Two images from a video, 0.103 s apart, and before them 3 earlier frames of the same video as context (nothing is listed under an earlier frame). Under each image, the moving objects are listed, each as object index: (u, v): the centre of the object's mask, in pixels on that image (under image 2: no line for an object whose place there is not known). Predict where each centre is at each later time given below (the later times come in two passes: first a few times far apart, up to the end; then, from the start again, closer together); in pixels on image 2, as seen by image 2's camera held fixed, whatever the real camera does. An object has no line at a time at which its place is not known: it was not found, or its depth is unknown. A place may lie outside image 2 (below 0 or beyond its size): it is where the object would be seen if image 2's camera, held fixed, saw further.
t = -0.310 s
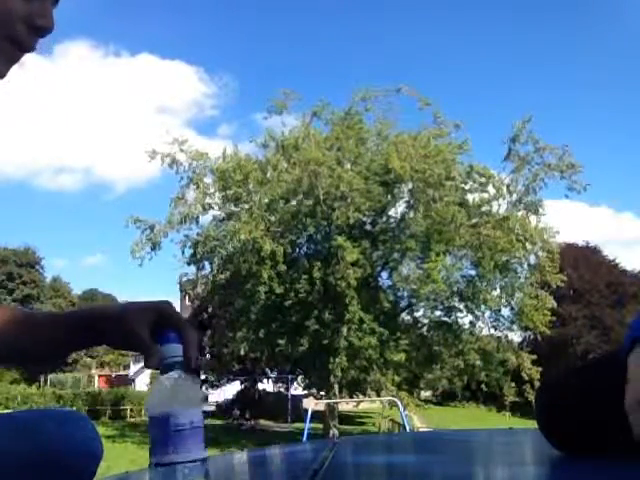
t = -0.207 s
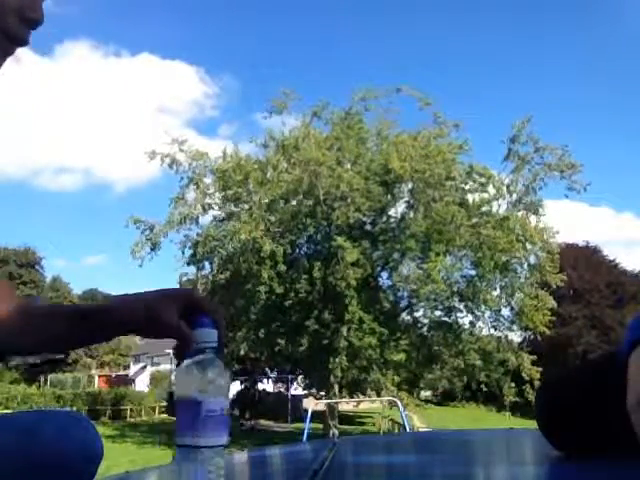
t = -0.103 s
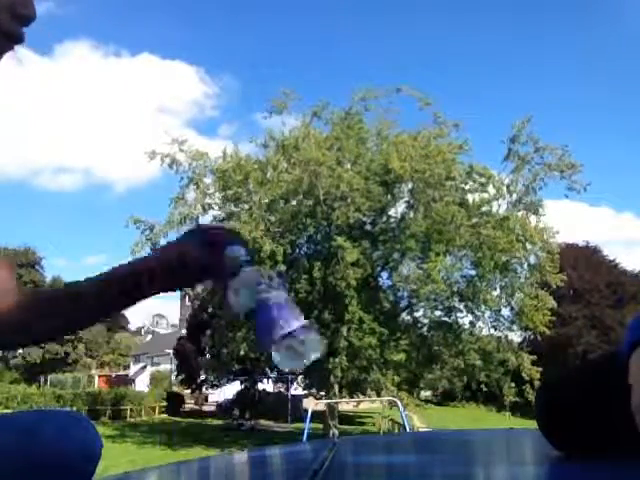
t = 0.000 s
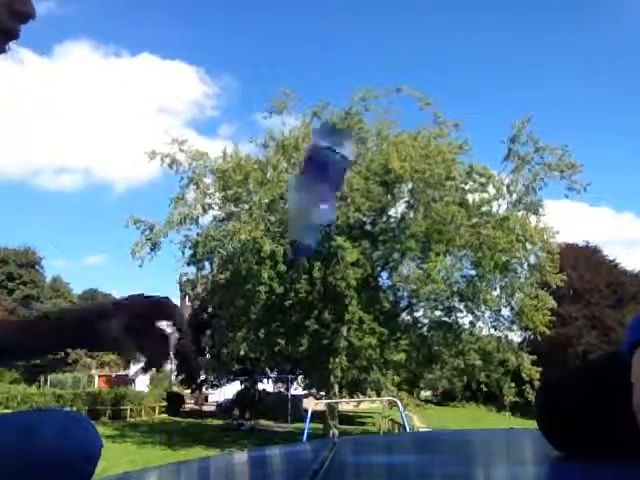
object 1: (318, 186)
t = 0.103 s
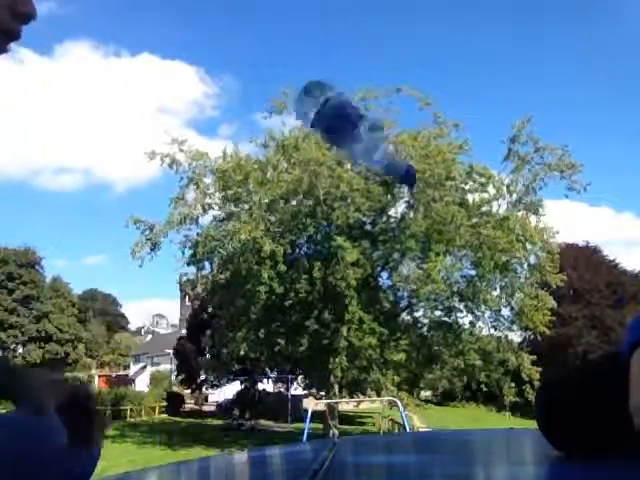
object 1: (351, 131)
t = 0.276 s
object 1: (400, 218)
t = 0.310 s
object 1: (413, 270)
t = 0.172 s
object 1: (370, 137)
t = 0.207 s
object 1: (381, 153)
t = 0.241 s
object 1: (391, 180)
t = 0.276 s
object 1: (400, 218)
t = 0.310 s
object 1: (413, 270)
